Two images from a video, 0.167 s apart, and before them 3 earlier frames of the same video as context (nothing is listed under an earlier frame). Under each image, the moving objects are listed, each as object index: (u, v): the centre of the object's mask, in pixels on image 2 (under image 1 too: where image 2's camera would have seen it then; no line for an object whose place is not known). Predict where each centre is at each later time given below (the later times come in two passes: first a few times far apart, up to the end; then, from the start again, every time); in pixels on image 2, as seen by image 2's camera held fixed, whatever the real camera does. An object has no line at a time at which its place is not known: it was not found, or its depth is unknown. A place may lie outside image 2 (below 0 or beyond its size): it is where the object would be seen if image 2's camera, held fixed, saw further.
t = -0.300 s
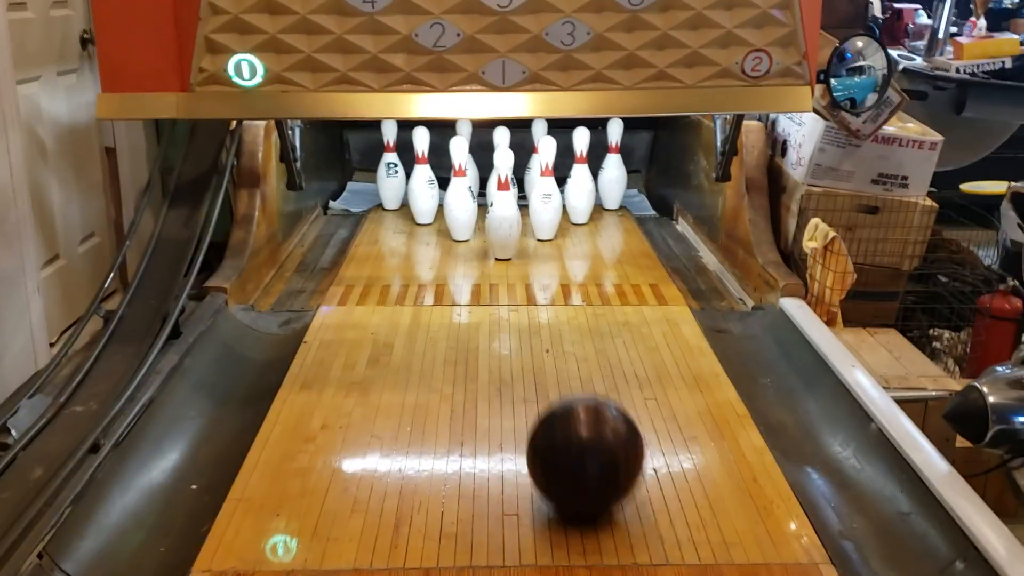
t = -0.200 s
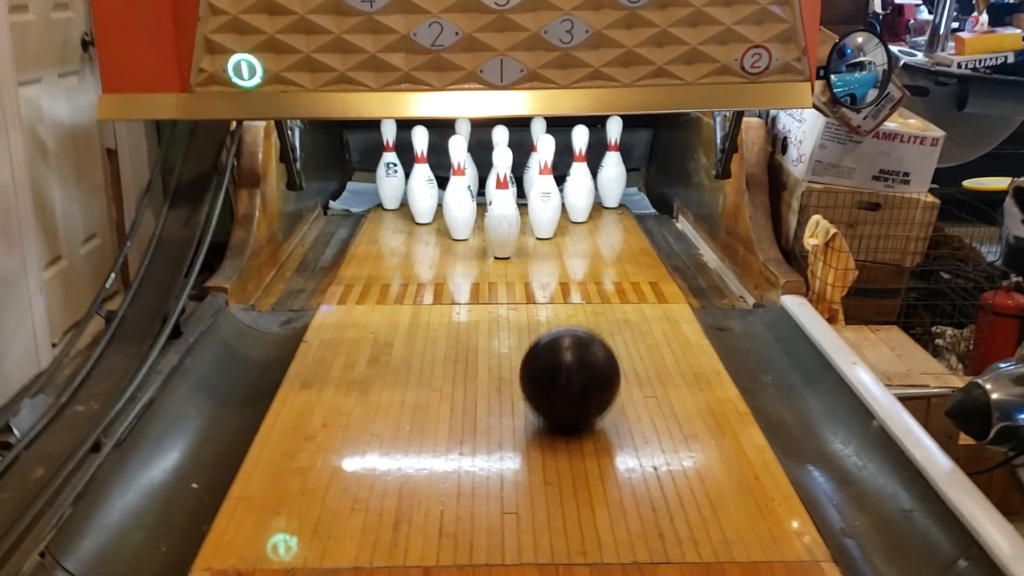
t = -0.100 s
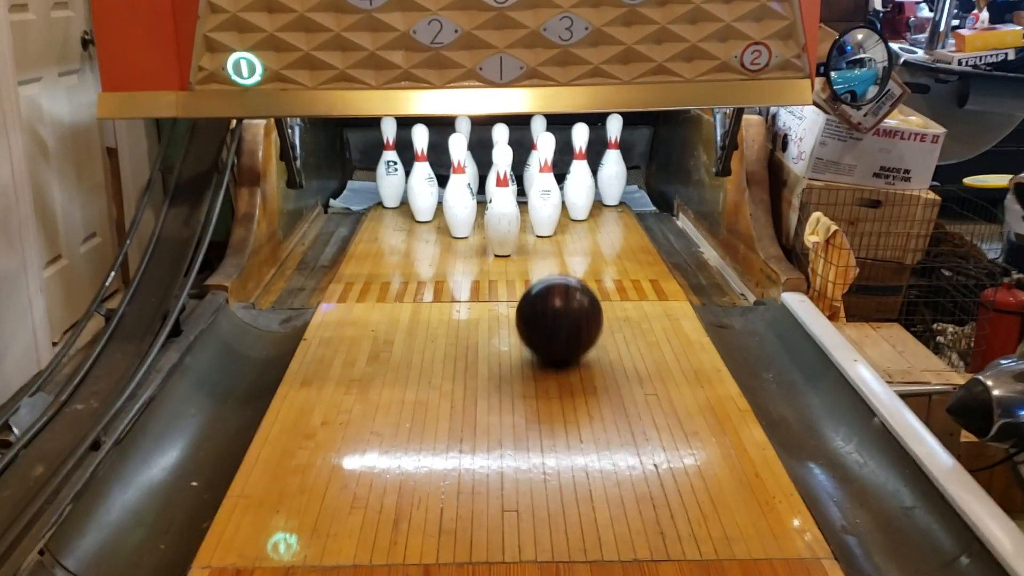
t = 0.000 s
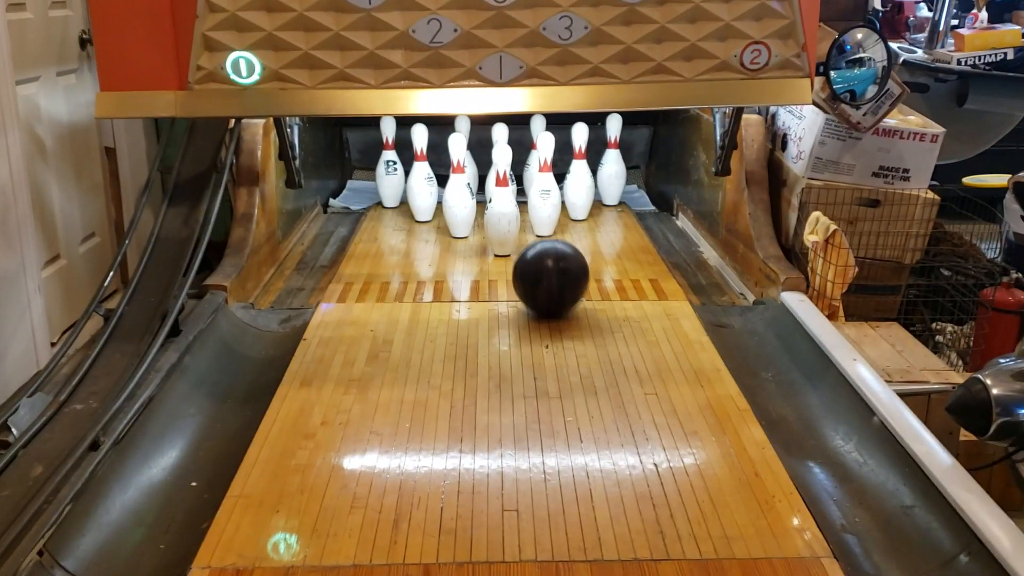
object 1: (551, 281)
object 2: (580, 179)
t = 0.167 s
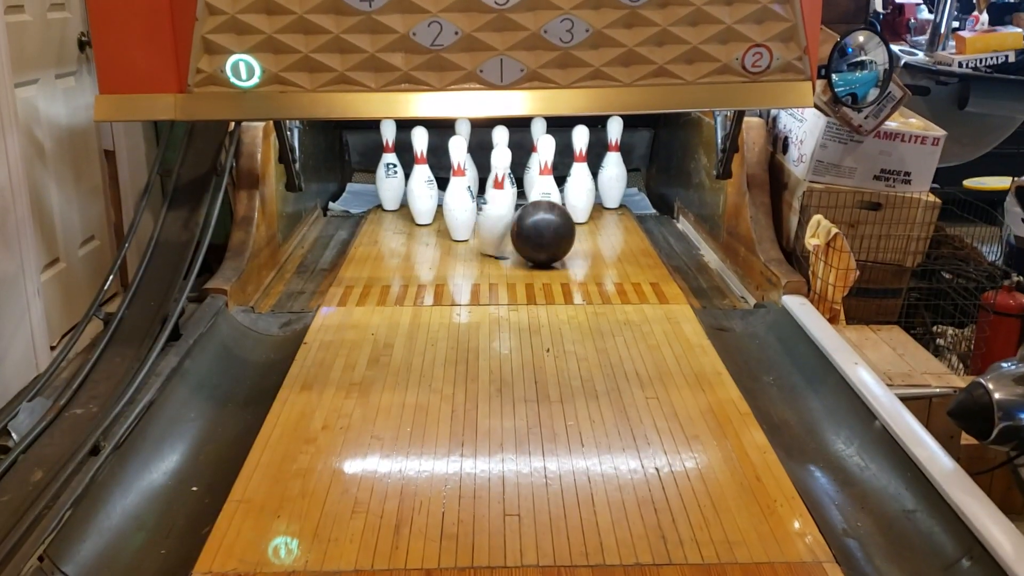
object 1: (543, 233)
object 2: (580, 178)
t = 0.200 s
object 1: (545, 226)
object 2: (580, 177)
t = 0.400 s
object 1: (553, 201)
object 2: (587, 175)
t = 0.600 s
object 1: (551, 185)
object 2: (605, 179)
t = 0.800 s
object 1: (548, 180)
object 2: (603, 196)
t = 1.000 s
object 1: (553, 184)
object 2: (601, 202)
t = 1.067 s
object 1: (557, 183)
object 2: (600, 202)
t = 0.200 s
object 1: (545, 226)
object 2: (580, 177)
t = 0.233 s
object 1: (547, 221)
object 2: (581, 176)
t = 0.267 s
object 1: (549, 216)
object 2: (581, 174)
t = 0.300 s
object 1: (550, 211)
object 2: (582, 173)
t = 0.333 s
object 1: (552, 208)
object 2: (582, 172)
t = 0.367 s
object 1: (553, 204)
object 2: (582, 172)
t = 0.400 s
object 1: (553, 201)
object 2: (587, 175)
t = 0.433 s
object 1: (553, 198)
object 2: (594, 175)
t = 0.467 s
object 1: (553, 195)
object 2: (600, 177)
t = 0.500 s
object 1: (552, 193)
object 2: (603, 176)
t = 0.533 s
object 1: (552, 190)
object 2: (605, 175)
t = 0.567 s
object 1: (551, 188)
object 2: (606, 177)
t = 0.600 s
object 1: (551, 185)
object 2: (605, 179)
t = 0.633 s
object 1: (550, 184)
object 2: (605, 183)
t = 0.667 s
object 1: (549, 181)
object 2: (604, 190)
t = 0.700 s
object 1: (549, 178)
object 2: (602, 198)
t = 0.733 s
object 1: (551, 177)
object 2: (603, 199)
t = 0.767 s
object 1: (550, 178)
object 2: (603, 196)
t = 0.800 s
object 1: (548, 180)
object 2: (603, 196)
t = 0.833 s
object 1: (547, 184)
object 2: (602, 196)
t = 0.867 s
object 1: (548, 183)
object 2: (602, 197)
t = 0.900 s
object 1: (550, 182)
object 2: (602, 198)
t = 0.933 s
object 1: (551, 183)
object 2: (602, 200)
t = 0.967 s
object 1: (551, 184)
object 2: (600, 202)
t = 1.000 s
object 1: (553, 184)
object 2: (601, 202)
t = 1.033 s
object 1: (554, 183)
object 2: (600, 202)
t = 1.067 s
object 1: (557, 183)
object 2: (600, 202)
